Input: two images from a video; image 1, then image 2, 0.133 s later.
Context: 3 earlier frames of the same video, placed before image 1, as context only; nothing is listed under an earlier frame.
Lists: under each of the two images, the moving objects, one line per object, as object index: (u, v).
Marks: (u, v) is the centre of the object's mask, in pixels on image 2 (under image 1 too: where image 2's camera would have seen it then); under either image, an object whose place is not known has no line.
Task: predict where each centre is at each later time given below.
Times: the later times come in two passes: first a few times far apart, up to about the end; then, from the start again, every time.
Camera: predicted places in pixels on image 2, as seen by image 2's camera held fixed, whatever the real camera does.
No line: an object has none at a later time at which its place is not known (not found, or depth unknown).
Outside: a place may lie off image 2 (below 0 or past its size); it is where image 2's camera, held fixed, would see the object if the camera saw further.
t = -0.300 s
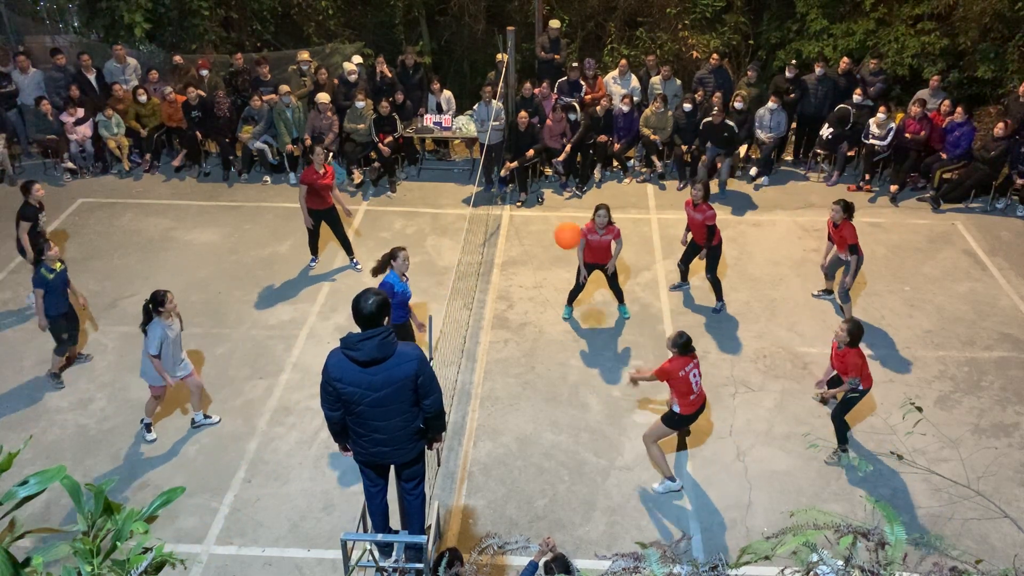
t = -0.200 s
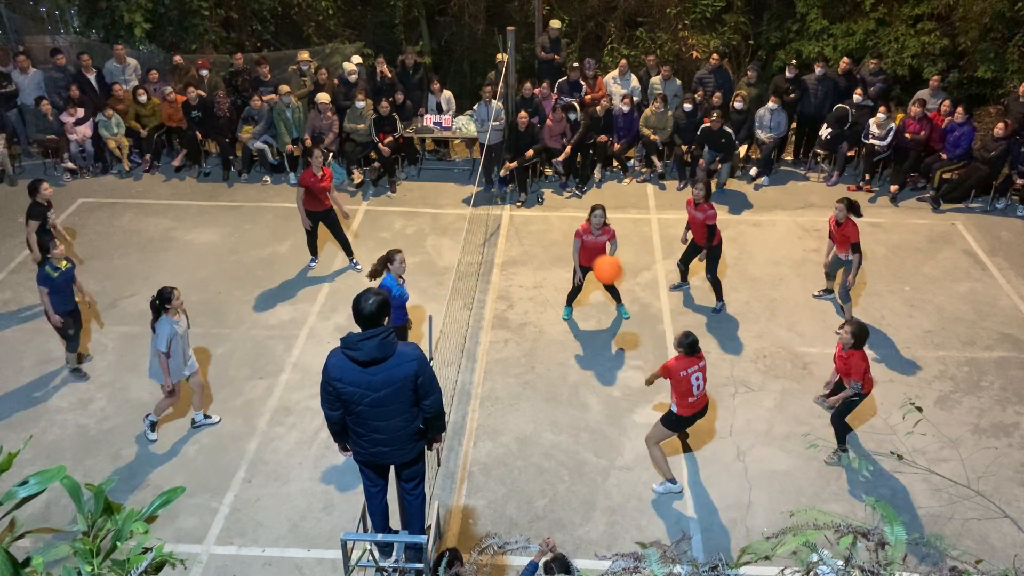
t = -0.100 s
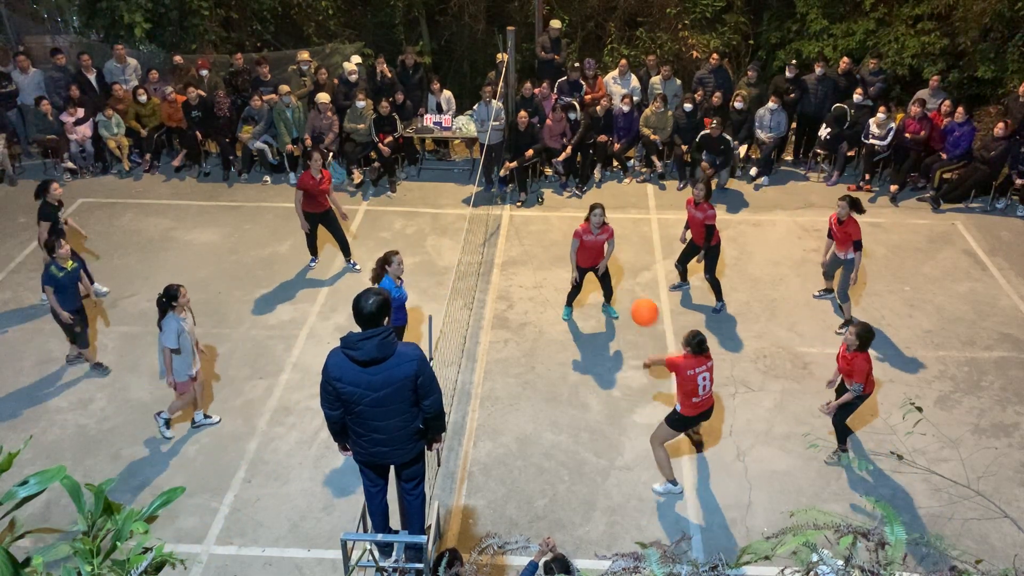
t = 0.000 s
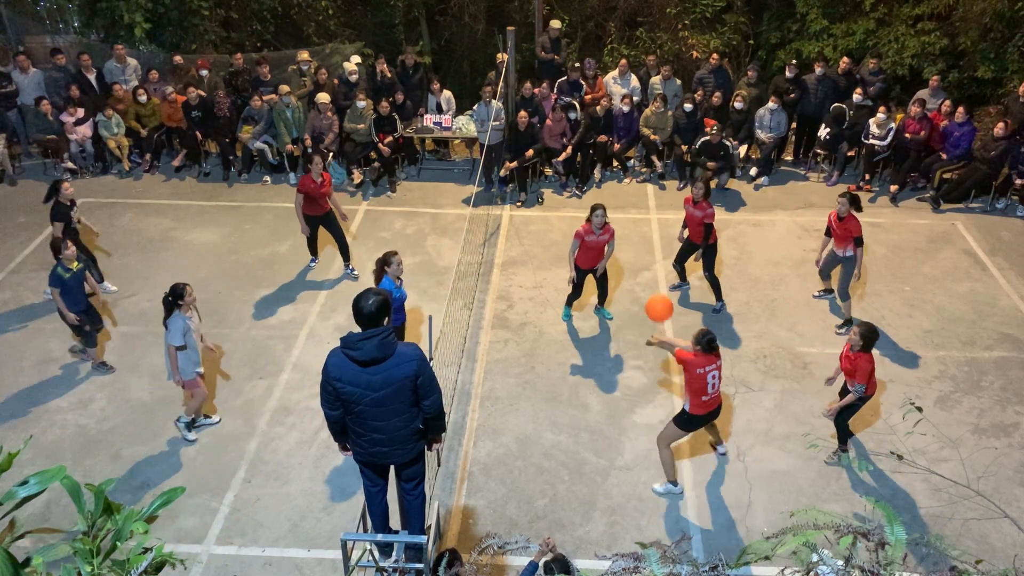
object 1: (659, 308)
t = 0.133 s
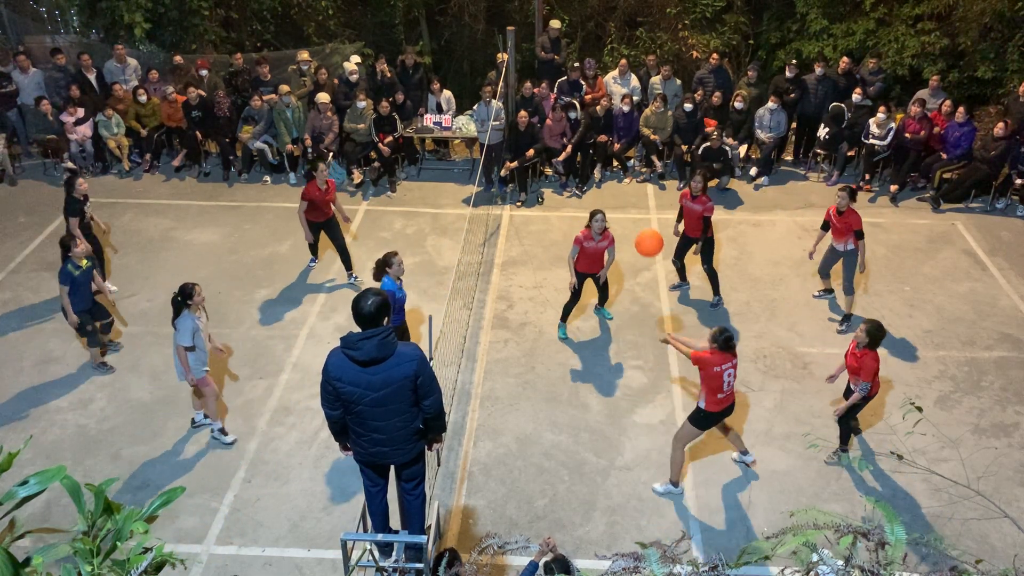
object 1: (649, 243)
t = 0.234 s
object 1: (640, 205)
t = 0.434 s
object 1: (621, 164)
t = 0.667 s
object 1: (595, 170)
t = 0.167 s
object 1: (646, 229)
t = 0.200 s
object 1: (643, 216)
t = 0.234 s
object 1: (640, 205)
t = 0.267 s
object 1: (637, 195)
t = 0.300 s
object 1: (634, 186)
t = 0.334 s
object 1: (630, 179)
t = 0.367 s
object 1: (627, 173)
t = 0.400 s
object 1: (623, 167)
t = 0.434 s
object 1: (621, 164)
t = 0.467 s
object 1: (616, 161)
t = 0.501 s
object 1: (613, 160)
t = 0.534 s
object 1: (609, 160)
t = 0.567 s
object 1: (606, 160)
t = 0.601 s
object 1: (602, 163)
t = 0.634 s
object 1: (599, 166)
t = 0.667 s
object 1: (595, 170)
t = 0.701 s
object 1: (592, 175)
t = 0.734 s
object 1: (588, 181)
